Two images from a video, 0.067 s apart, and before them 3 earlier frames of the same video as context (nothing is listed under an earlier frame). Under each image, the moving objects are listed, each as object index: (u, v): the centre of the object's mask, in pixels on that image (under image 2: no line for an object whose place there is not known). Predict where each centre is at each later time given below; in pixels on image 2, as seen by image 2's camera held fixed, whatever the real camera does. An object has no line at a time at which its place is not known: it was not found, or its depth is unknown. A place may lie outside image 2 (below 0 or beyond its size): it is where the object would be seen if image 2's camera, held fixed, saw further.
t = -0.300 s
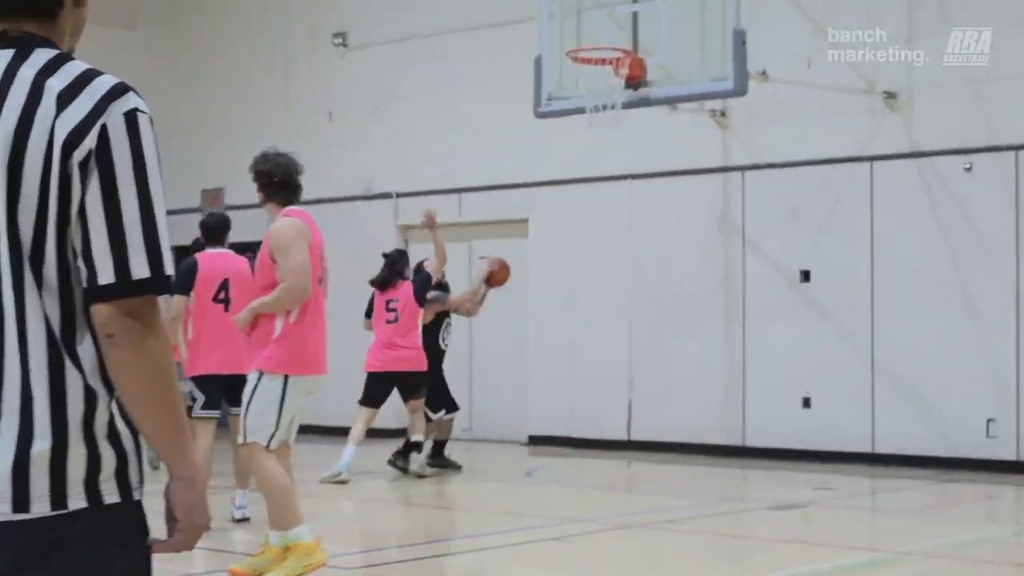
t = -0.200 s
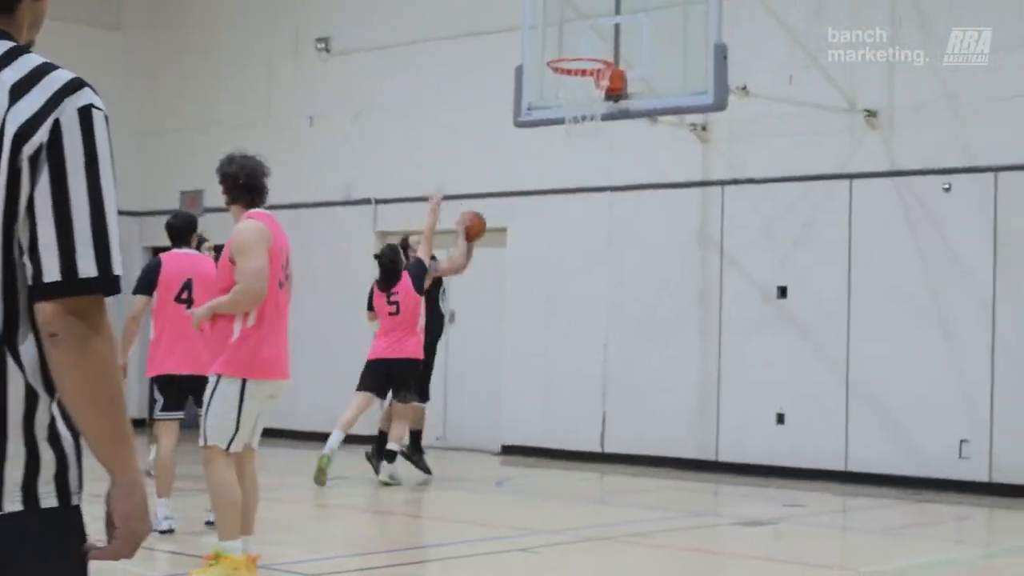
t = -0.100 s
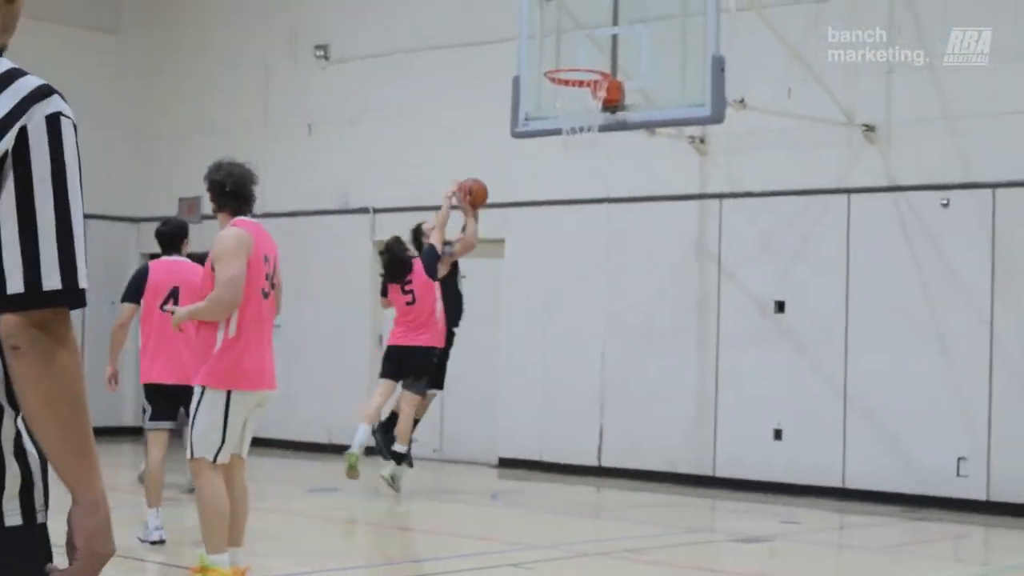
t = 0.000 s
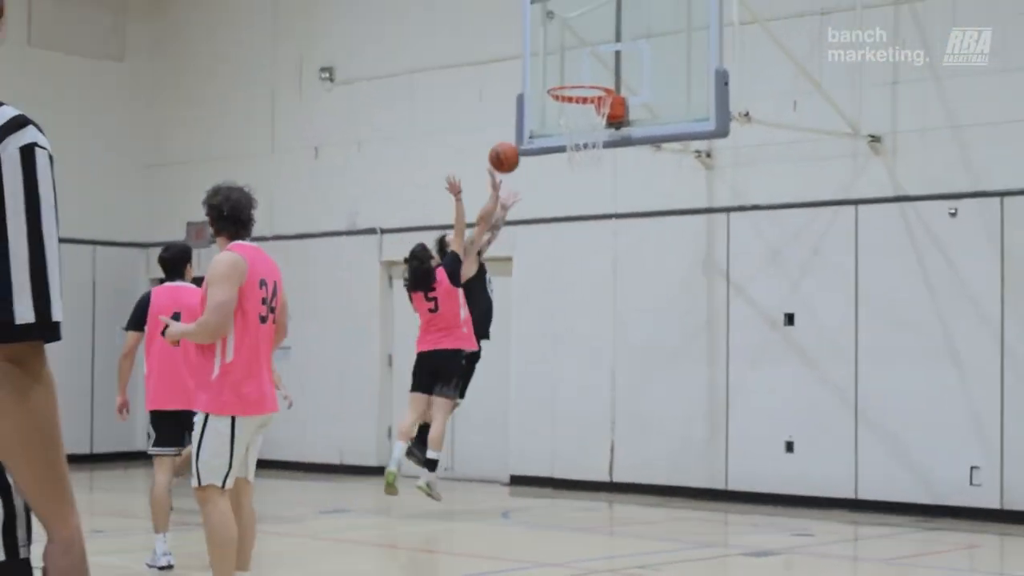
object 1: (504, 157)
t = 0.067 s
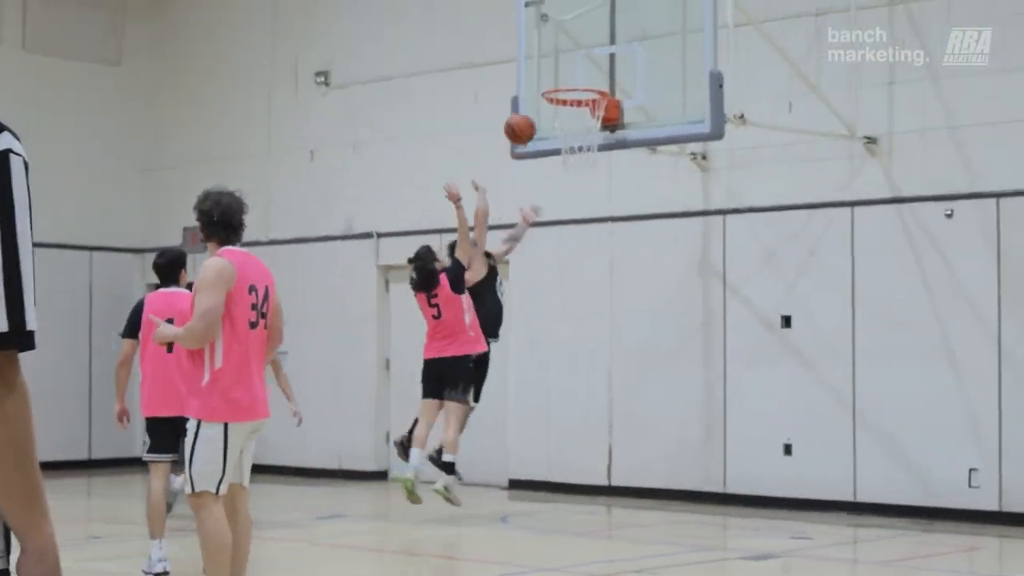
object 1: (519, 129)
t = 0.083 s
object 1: (524, 121)
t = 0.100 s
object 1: (530, 115)
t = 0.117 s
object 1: (534, 109)
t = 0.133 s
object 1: (537, 101)
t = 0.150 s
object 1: (543, 94)
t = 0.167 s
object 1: (550, 88)
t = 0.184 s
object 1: (553, 84)
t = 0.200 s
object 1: (553, 82)
